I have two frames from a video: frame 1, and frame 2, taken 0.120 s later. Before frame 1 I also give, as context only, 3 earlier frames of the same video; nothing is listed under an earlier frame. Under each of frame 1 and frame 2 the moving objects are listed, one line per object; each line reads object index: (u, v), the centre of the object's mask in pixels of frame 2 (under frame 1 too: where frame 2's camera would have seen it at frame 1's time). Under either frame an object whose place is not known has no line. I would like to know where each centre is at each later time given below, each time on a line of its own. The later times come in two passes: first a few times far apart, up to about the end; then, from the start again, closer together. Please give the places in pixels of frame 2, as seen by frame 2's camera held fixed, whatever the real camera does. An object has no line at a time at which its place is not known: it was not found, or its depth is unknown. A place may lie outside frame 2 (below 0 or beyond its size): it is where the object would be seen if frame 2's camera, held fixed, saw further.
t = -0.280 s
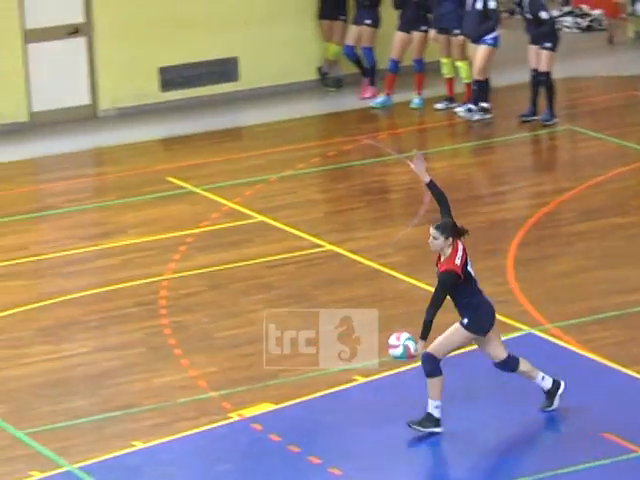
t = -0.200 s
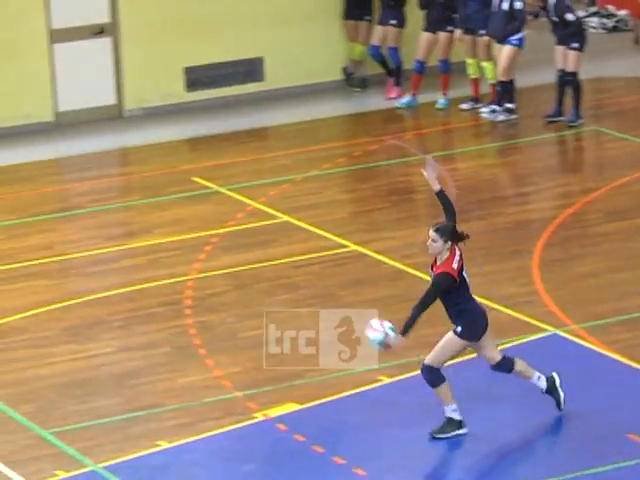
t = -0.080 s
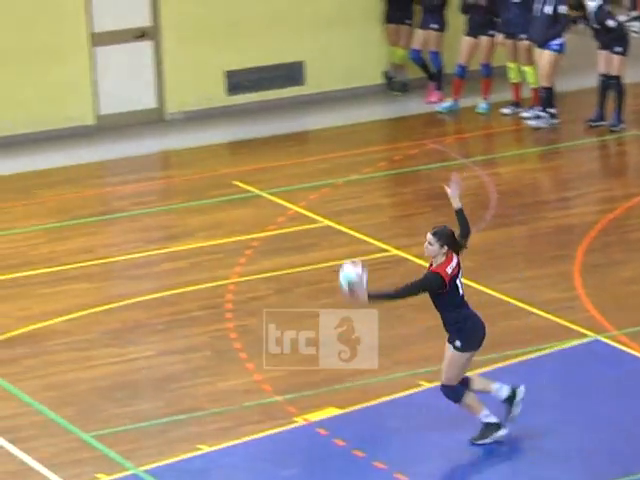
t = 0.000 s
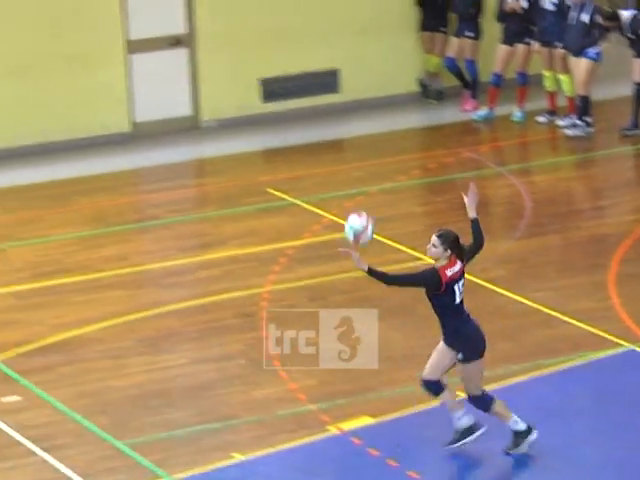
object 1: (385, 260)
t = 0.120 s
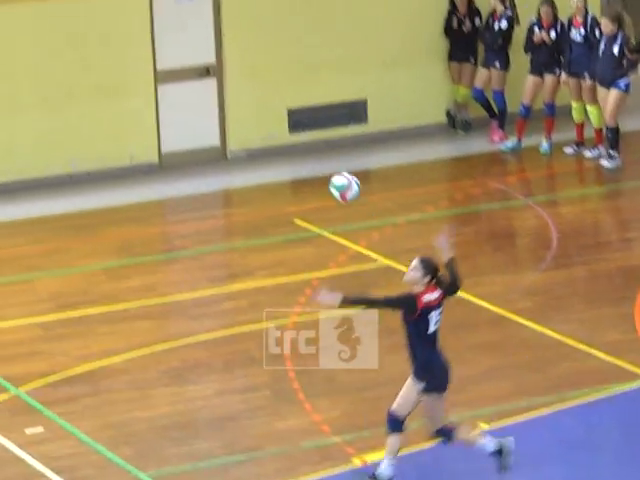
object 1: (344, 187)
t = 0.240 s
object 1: (306, 134)
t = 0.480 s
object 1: (229, 89)
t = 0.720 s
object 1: (156, 125)
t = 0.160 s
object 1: (332, 167)
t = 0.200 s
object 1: (319, 149)
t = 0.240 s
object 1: (306, 134)
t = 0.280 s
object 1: (293, 121)
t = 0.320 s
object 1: (280, 110)
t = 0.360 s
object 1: (267, 102)
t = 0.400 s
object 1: (254, 95)
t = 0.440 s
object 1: (242, 91)
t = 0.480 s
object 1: (229, 89)
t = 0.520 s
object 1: (217, 89)
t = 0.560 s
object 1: (205, 91)
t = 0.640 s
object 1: (180, 104)
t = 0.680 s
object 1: (168, 114)
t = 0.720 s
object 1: (156, 125)
